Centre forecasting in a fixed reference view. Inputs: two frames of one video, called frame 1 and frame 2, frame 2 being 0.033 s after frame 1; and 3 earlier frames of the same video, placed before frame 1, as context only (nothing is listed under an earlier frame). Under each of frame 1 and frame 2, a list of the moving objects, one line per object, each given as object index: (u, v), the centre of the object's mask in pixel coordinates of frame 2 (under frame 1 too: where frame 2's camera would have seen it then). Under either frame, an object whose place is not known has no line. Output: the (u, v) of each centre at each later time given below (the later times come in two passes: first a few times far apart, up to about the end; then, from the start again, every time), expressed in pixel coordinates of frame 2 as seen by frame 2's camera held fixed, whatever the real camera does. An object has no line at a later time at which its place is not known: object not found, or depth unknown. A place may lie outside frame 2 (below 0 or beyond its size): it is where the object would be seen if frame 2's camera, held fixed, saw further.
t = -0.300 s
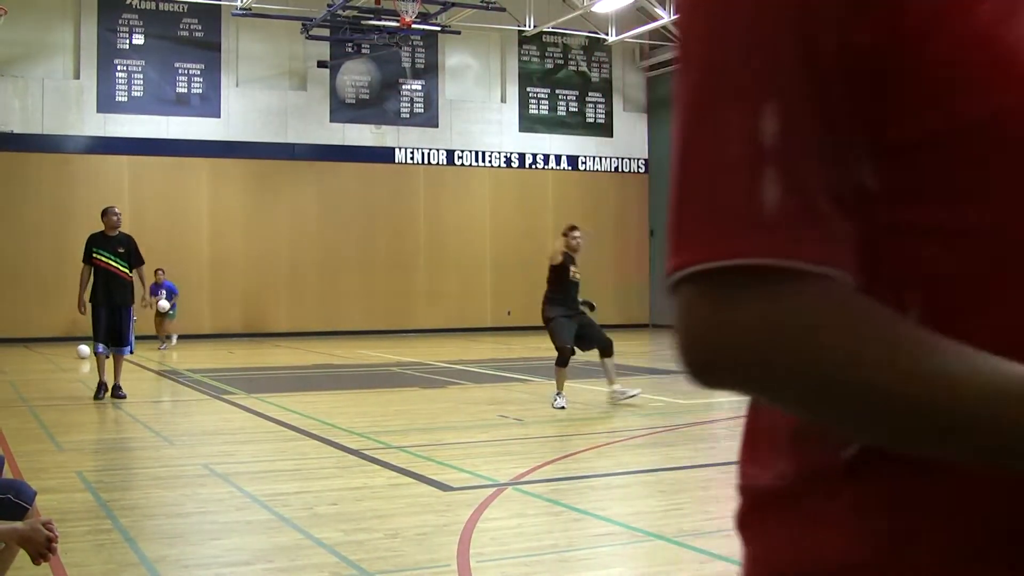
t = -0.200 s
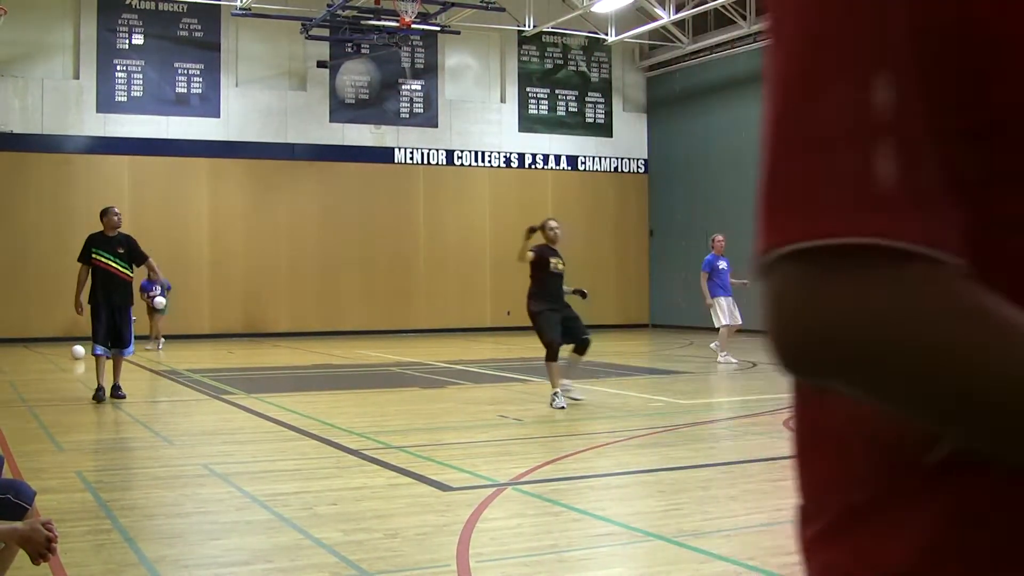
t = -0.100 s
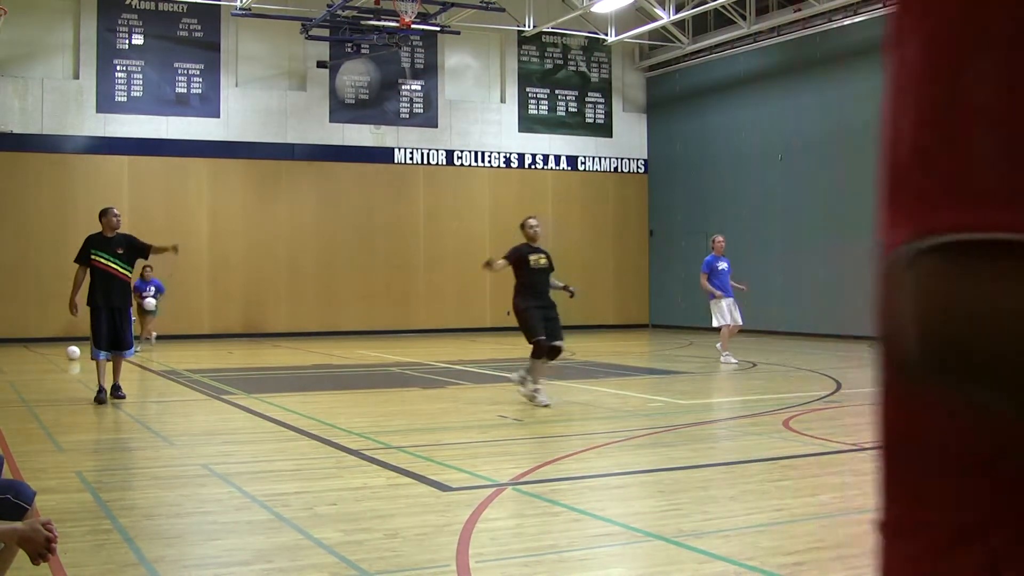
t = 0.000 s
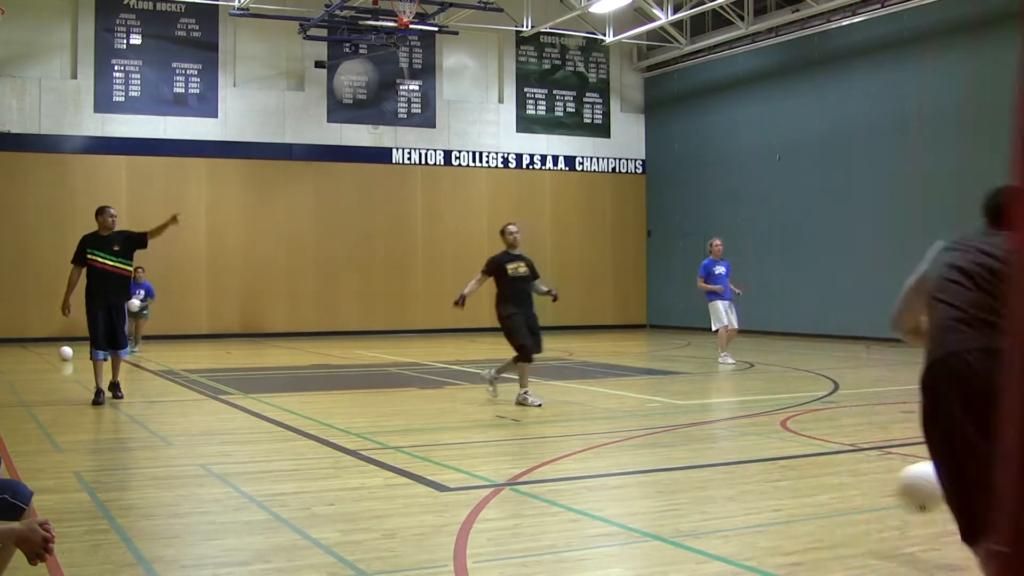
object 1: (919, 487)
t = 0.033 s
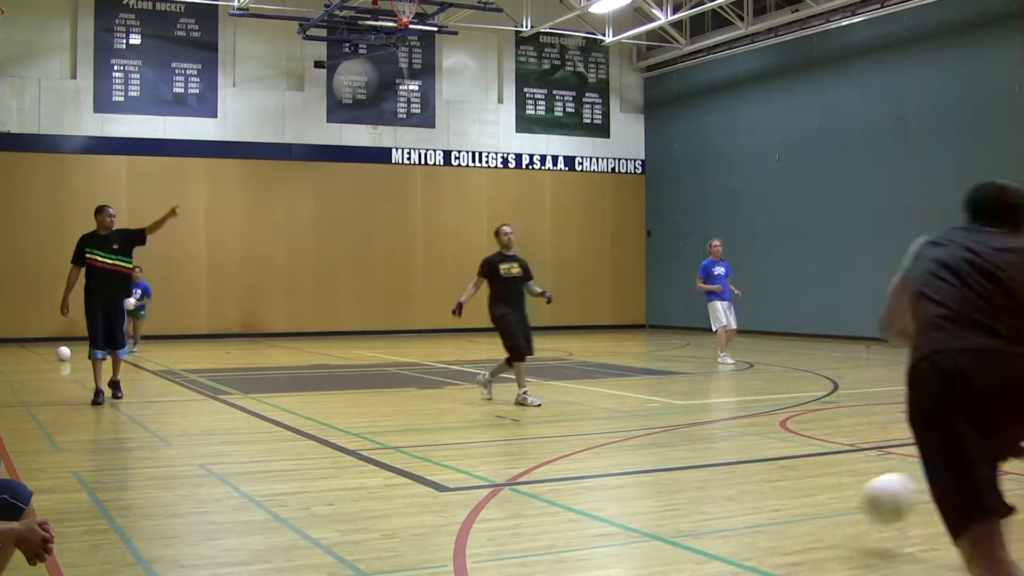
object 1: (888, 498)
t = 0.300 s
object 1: (681, 451)
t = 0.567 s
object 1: (542, 438)
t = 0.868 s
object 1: (435, 421)
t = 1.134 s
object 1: (367, 414)
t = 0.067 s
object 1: (857, 512)
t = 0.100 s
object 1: (826, 515)
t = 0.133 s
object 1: (800, 497)
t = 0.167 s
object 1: (774, 482)
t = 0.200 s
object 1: (749, 470)
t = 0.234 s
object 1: (724, 460)
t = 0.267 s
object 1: (702, 454)
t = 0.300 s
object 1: (681, 451)
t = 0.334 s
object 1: (660, 450)
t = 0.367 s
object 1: (641, 451)
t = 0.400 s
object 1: (623, 454)
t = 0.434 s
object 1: (604, 459)
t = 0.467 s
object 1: (588, 464)
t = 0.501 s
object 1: (571, 454)
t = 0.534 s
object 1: (556, 445)
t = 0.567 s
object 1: (542, 438)
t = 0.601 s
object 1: (528, 433)
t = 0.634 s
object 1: (515, 430)
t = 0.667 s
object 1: (502, 429)
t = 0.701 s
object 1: (490, 430)
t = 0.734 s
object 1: (478, 432)
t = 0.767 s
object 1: (466, 438)
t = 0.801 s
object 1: (455, 432)
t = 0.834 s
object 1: (445, 426)
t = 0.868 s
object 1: (435, 421)
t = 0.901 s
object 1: (425, 419)
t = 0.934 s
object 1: (416, 418)
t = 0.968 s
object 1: (407, 420)
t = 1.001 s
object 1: (398, 422)
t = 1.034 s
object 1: (390, 419)
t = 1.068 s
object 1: (382, 415)
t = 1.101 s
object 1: (375, 414)
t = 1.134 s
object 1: (367, 414)
